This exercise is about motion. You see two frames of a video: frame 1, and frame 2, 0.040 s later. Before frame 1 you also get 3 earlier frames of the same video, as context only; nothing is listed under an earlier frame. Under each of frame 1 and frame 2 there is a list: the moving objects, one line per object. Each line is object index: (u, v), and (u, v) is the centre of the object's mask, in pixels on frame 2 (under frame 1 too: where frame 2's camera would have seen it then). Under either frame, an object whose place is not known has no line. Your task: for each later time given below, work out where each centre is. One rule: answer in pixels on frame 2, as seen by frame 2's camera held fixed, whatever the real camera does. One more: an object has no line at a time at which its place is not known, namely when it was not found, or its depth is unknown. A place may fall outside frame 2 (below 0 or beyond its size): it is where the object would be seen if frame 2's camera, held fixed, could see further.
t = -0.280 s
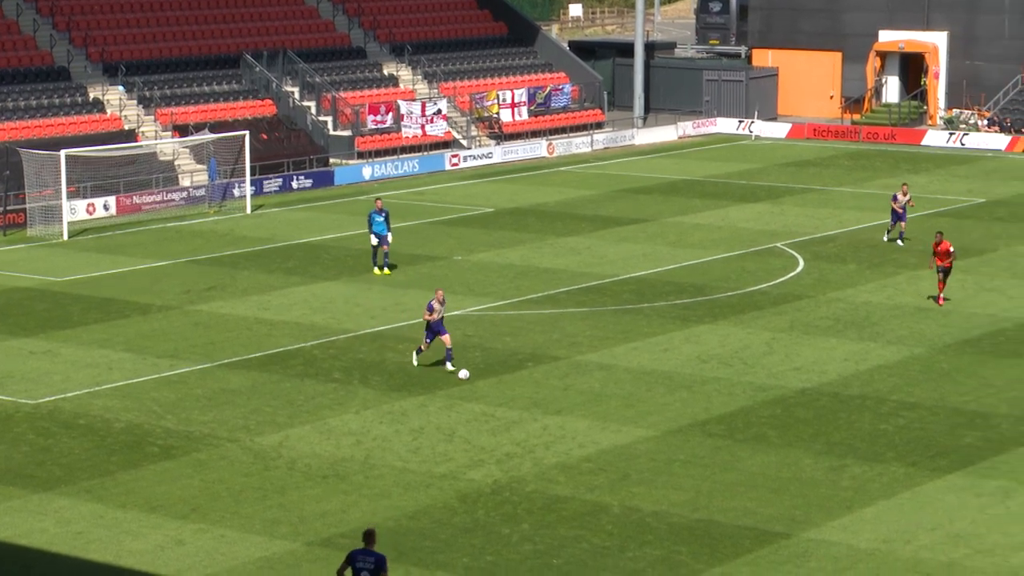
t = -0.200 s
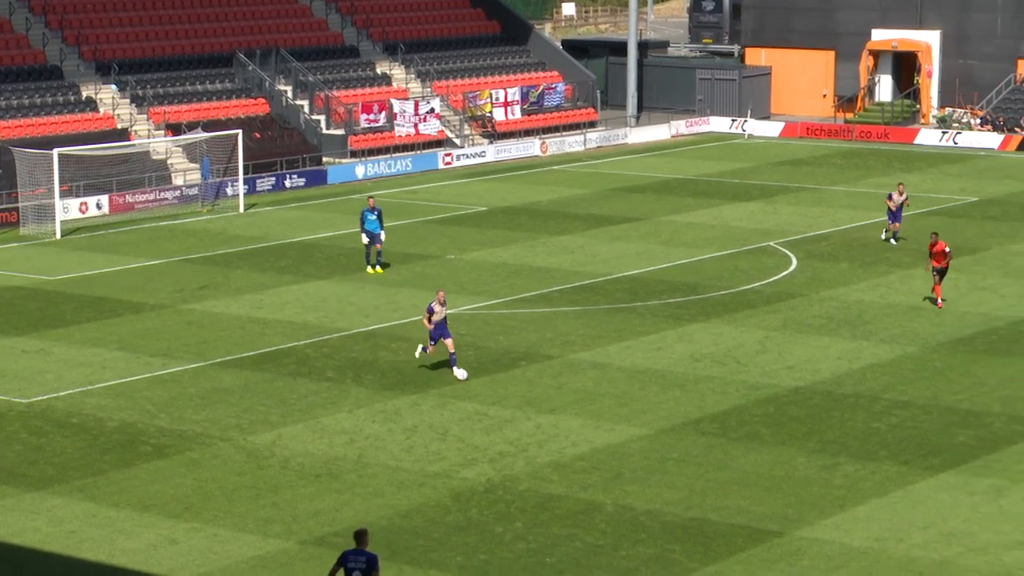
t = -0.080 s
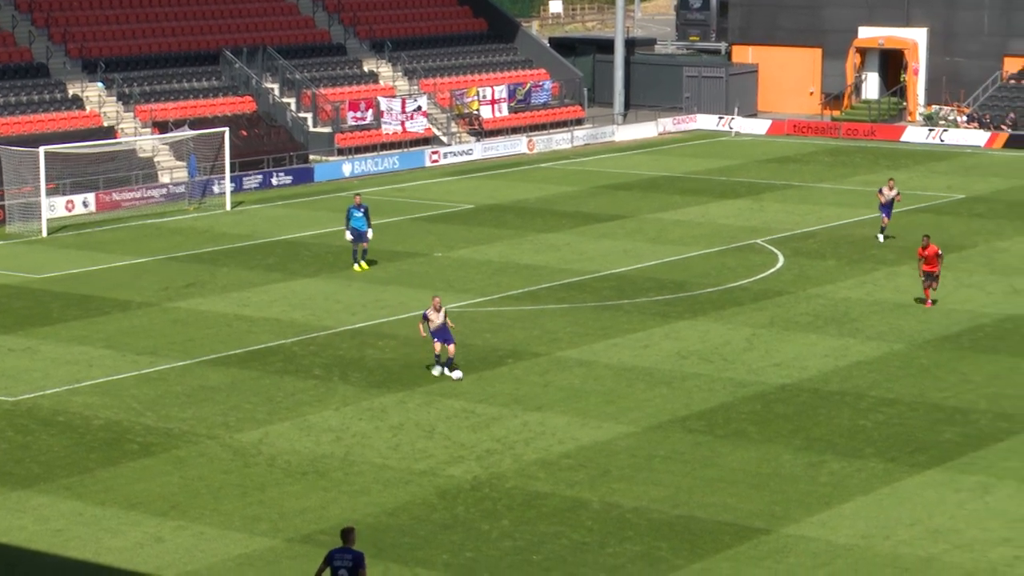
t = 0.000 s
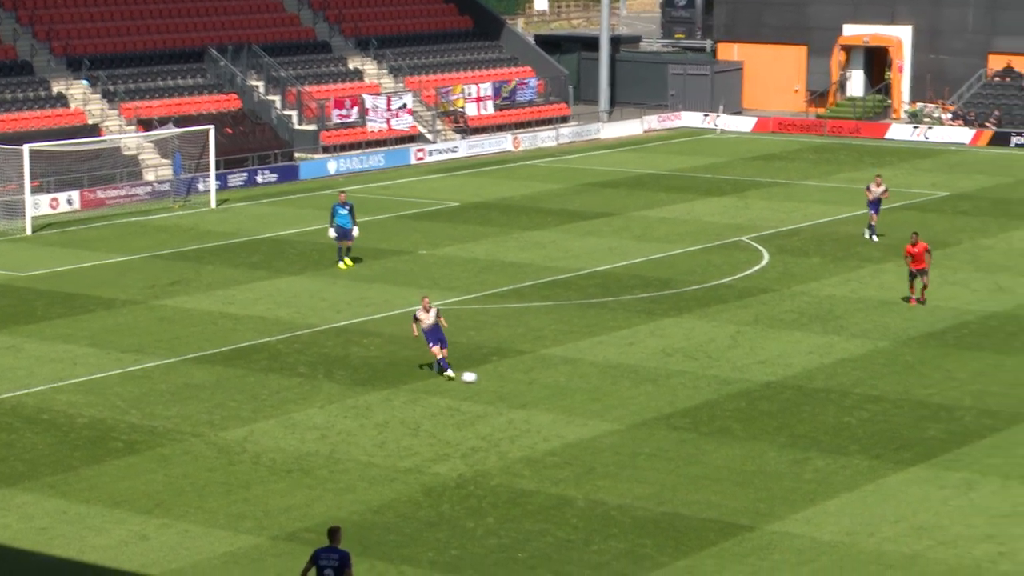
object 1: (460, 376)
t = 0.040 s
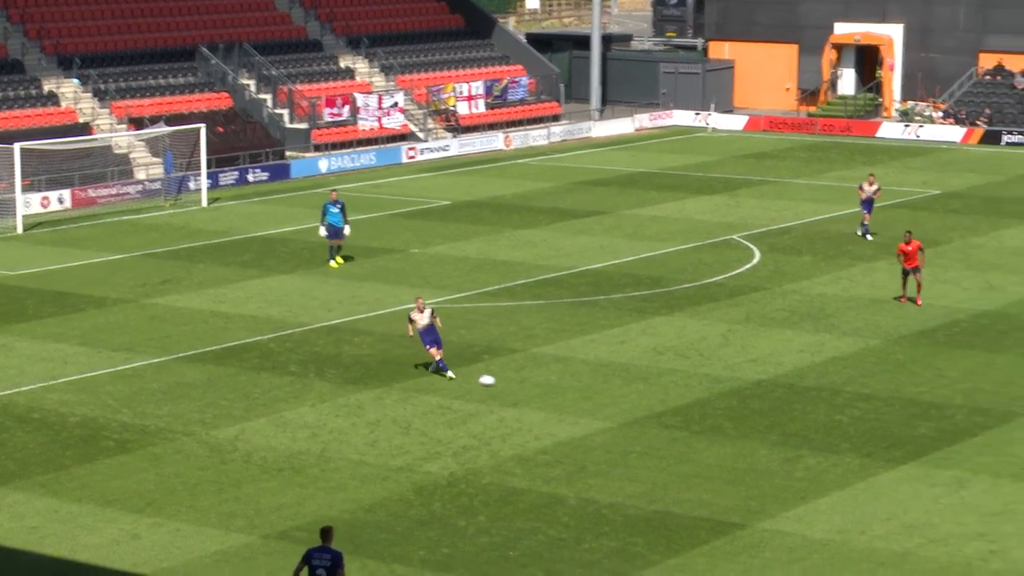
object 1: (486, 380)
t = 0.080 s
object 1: (513, 385)
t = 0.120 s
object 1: (539, 390)
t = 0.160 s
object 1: (563, 394)
